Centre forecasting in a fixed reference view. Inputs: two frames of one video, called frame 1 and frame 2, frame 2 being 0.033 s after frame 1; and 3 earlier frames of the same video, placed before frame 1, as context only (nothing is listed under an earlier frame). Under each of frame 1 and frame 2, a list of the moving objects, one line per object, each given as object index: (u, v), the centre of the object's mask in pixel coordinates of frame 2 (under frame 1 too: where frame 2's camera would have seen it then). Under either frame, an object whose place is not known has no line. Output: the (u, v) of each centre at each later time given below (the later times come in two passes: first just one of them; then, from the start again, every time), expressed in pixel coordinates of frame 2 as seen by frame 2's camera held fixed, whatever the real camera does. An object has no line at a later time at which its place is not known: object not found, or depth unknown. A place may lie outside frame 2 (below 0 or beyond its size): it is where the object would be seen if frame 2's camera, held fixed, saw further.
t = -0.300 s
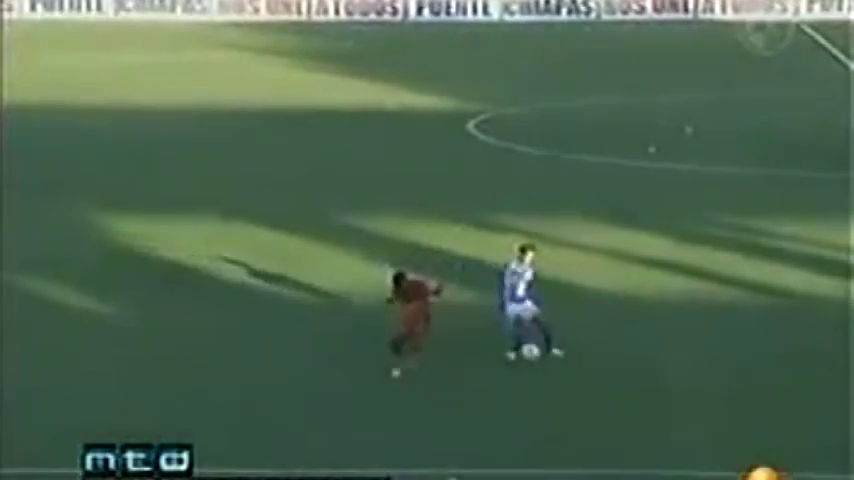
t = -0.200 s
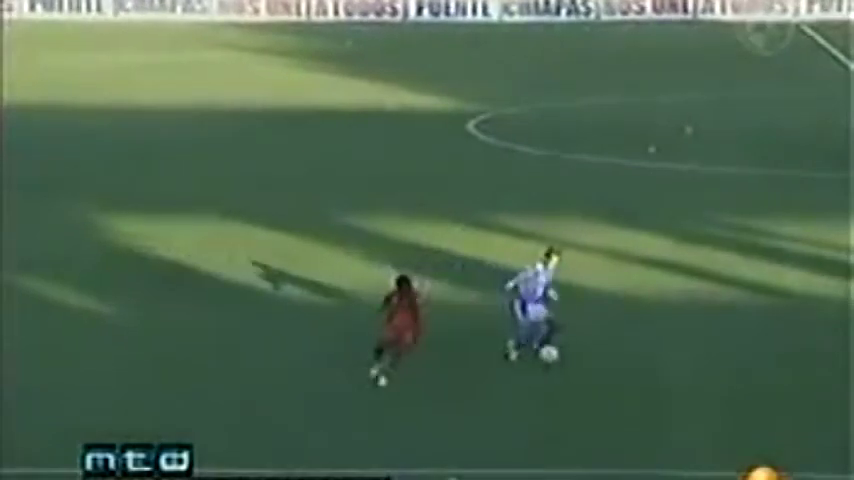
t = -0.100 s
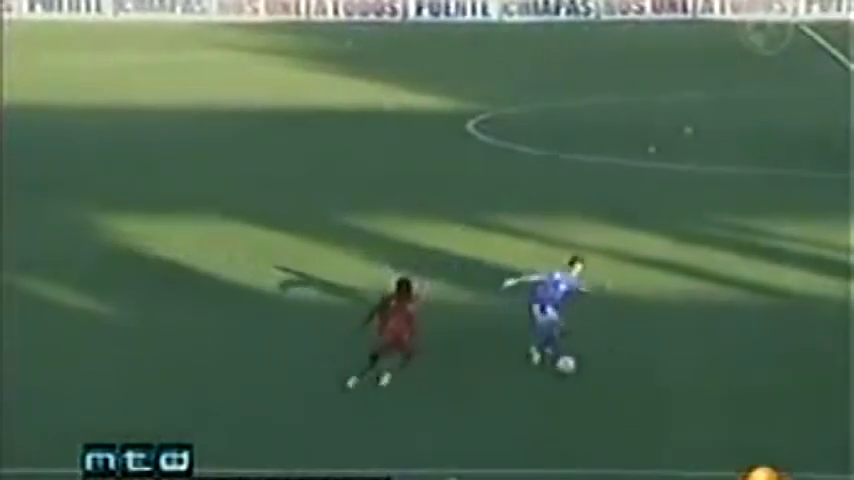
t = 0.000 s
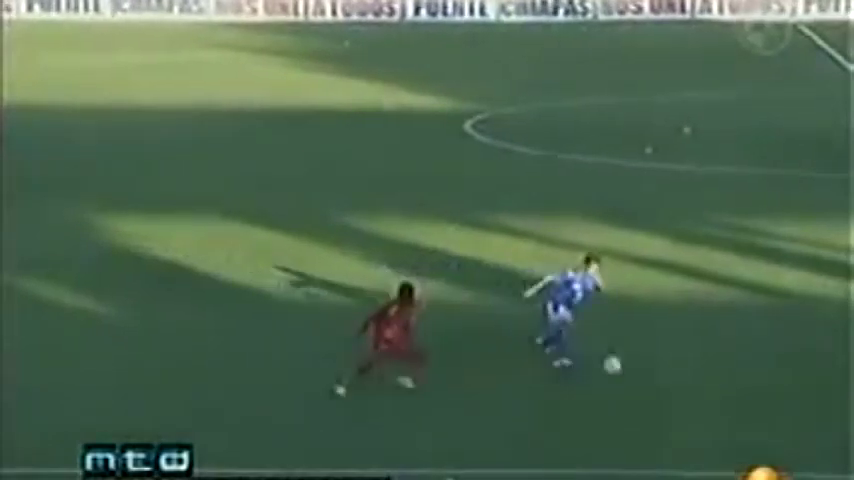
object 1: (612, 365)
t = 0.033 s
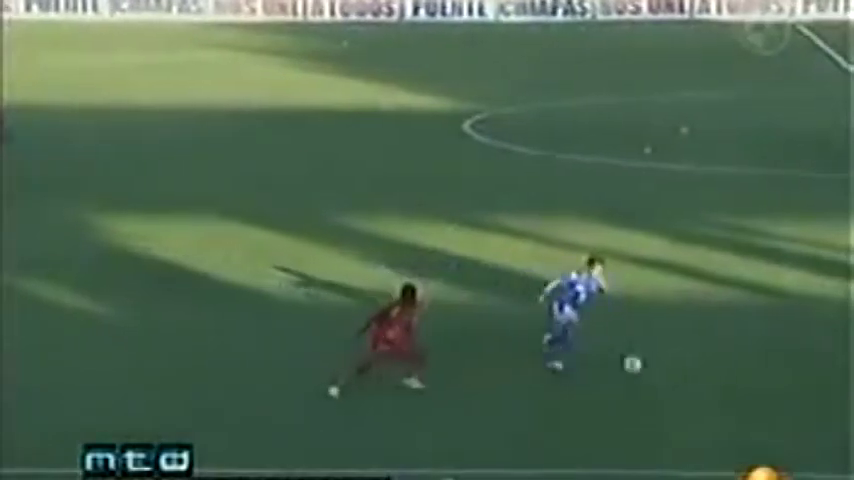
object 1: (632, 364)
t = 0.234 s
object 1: (727, 367)
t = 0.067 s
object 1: (651, 364)
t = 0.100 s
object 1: (670, 365)
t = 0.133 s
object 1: (688, 366)
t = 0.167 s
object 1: (704, 366)
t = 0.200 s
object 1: (716, 366)
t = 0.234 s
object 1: (727, 367)
